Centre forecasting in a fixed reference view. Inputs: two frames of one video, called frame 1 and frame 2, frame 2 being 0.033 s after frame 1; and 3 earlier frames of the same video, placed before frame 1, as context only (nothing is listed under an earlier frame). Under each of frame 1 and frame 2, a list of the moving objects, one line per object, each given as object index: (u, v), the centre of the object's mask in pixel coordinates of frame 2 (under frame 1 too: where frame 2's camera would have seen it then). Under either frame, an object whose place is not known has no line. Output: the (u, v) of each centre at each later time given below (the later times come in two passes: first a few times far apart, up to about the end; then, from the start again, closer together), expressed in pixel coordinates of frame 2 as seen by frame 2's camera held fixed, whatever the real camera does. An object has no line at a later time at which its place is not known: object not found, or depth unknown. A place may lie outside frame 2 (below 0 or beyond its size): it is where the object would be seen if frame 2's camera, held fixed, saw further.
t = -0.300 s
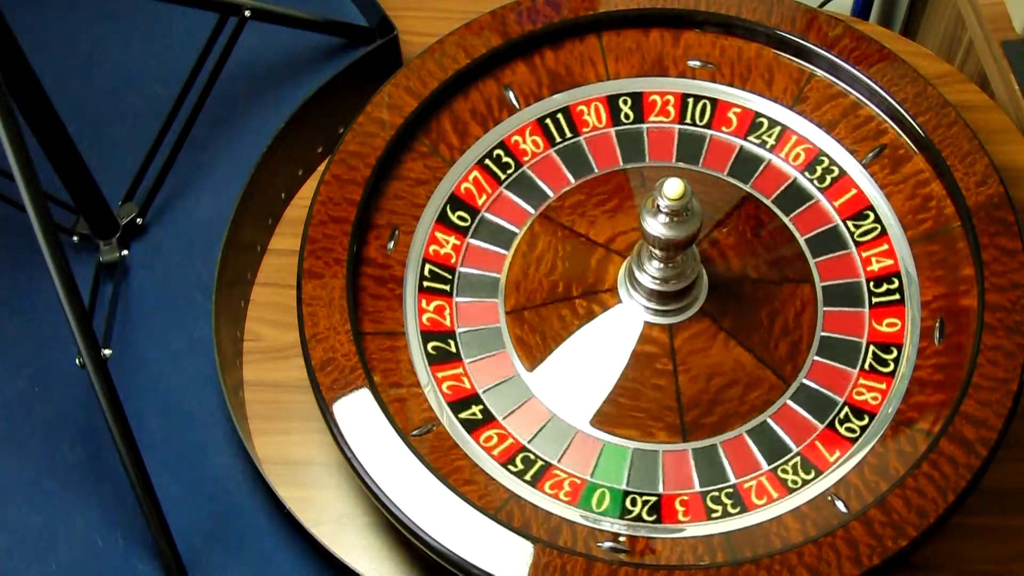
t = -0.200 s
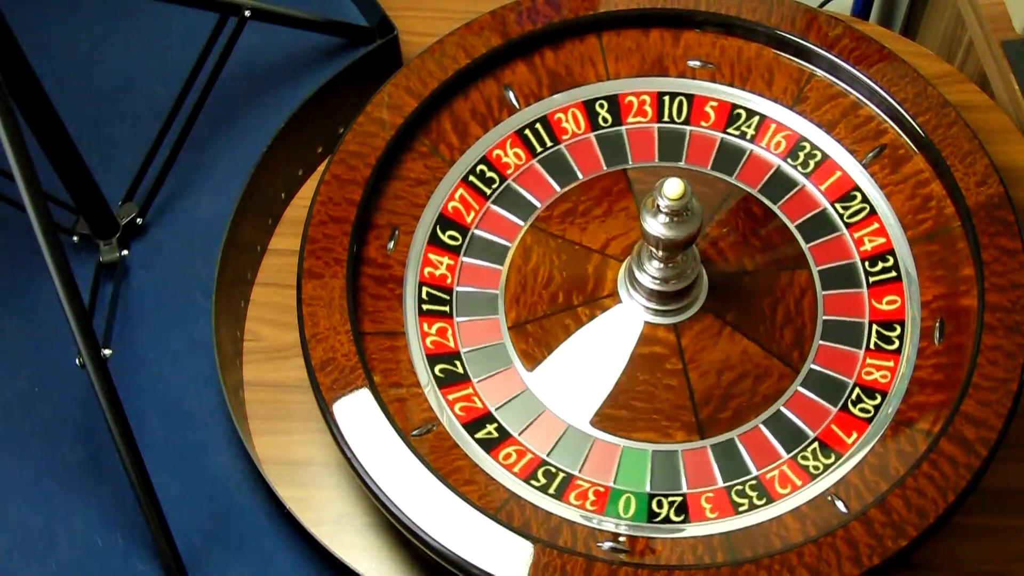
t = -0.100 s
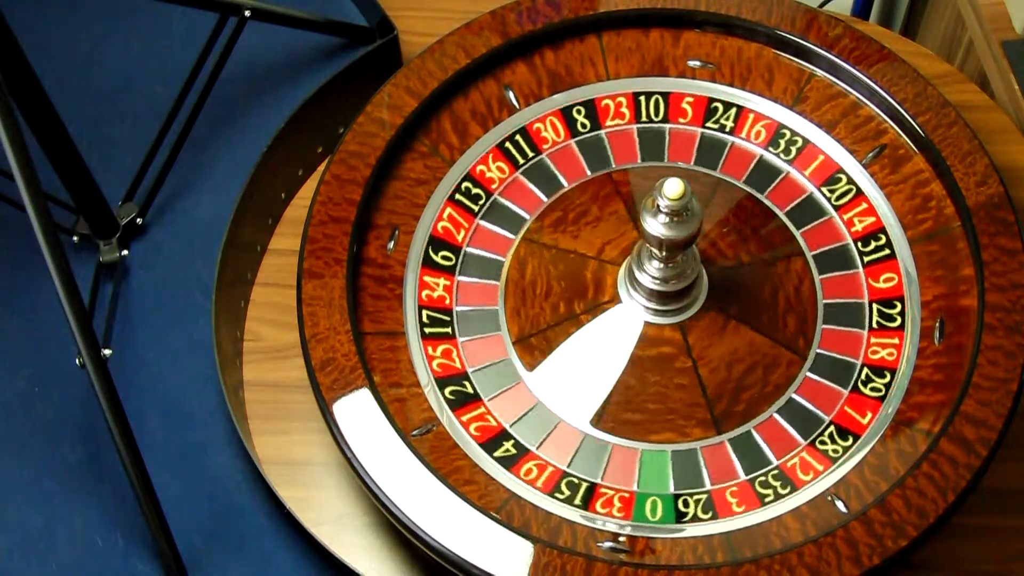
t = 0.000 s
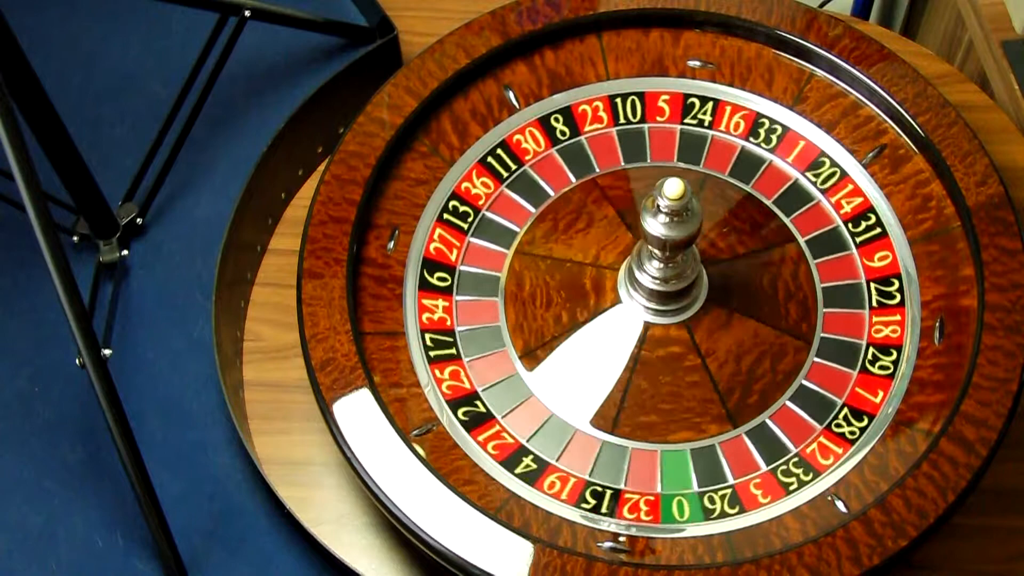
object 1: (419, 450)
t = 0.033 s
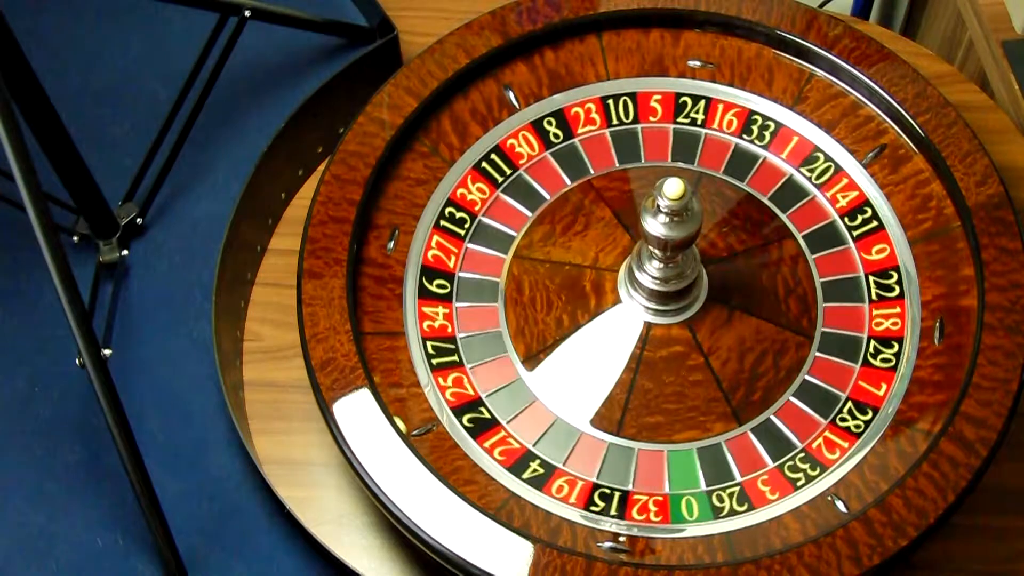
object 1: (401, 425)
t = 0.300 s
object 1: (376, 203)
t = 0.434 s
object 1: (439, 112)
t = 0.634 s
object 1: (589, 37)
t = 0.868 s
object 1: (790, 59)
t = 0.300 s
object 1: (376, 203)
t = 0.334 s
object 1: (388, 177)
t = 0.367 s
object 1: (402, 154)
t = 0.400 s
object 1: (420, 132)
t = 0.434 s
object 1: (439, 112)
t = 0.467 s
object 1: (460, 94)
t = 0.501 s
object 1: (483, 78)
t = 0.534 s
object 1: (508, 65)
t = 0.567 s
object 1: (534, 53)
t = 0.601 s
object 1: (561, 44)
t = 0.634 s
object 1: (589, 37)
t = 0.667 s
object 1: (618, 33)
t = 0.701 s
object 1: (647, 31)
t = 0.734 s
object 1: (676, 32)
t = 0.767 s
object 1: (705, 35)
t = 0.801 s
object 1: (734, 41)
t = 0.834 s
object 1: (762, 48)
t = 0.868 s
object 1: (790, 59)
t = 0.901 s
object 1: (816, 72)
